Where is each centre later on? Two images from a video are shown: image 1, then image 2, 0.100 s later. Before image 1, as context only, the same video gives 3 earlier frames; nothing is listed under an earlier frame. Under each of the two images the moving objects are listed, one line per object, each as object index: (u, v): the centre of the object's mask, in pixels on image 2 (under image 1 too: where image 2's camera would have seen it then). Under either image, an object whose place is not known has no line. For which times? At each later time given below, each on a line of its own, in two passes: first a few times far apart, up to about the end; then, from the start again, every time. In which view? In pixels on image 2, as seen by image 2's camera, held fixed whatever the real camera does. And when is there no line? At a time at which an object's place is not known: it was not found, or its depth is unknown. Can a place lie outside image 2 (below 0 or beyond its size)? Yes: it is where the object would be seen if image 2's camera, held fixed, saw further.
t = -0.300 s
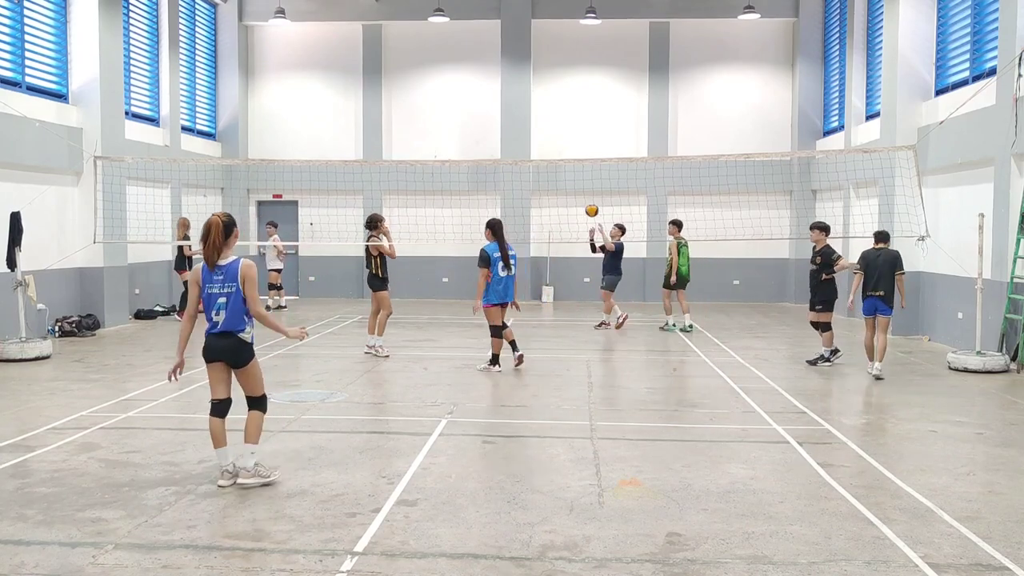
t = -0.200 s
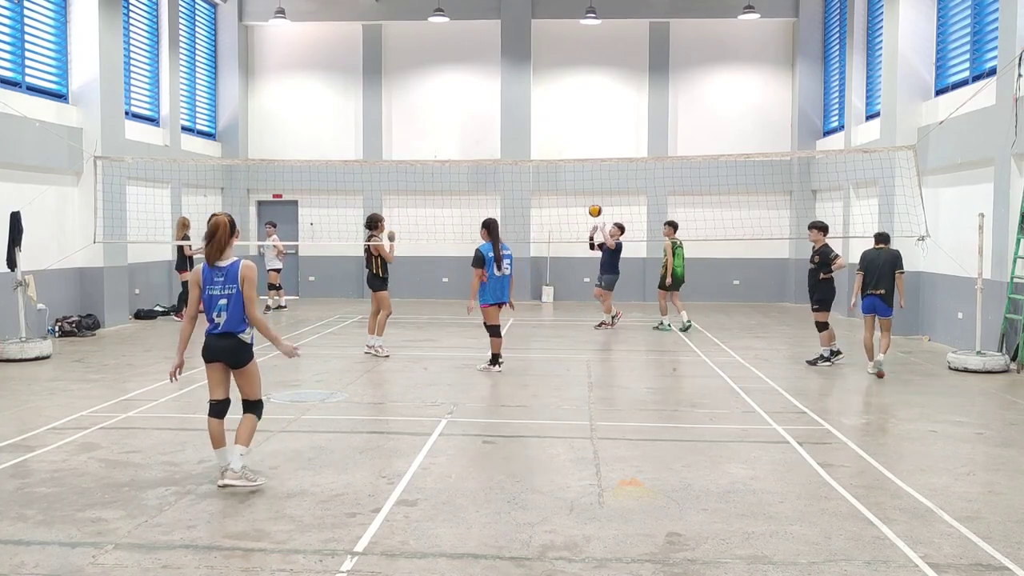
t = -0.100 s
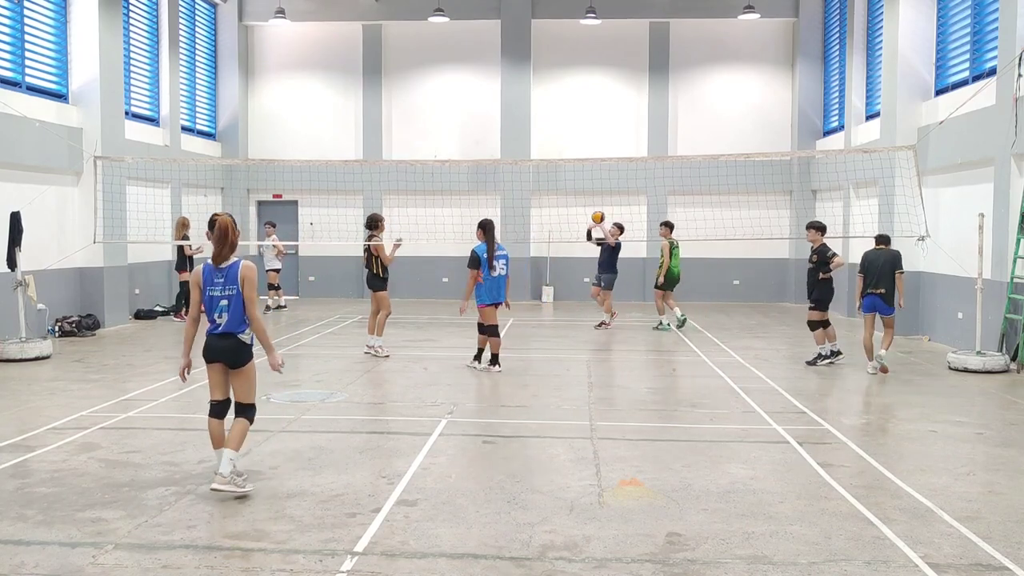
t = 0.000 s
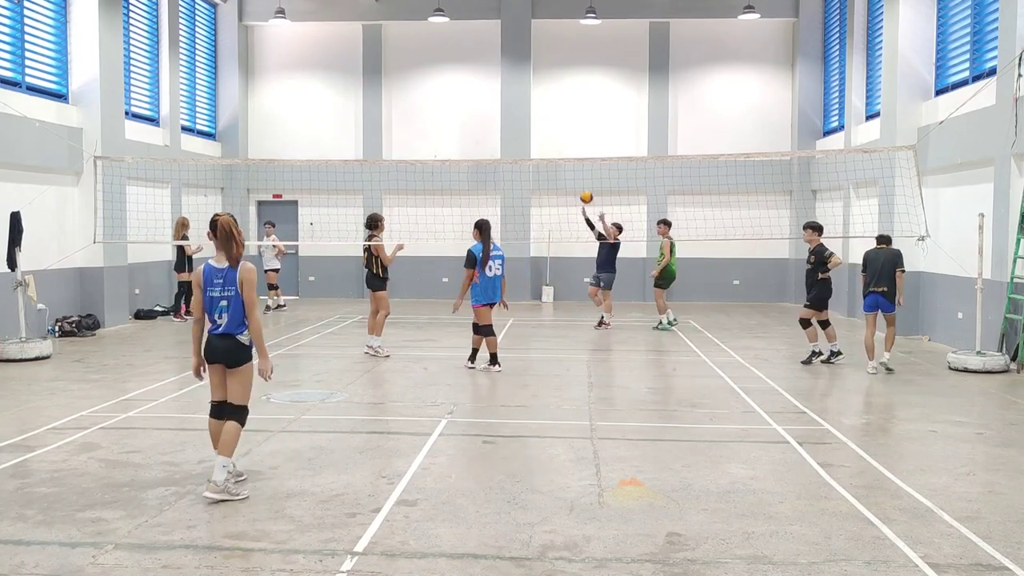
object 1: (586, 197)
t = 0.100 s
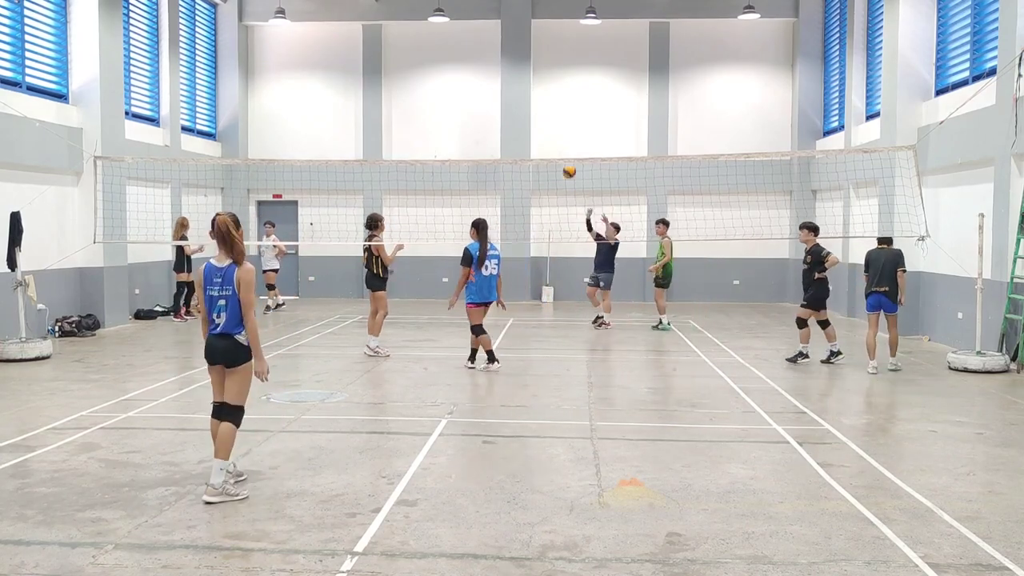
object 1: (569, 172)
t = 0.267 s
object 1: (538, 141)
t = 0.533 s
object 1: (487, 131)
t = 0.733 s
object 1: (445, 155)
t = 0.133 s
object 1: (563, 167)
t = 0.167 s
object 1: (557, 155)
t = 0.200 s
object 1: (550, 152)
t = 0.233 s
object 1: (544, 146)
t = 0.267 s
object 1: (538, 141)
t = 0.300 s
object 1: (532, 138)
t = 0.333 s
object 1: (525, 134)
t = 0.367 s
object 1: (519, 131)
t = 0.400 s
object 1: (513, 130)
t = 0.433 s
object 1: (507, 129)
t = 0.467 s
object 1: (500, 129)
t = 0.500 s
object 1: (493, 129)
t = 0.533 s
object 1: (487, 131)
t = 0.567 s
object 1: (480, 133)
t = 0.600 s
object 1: (473, 136)
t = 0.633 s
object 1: (466, 140)
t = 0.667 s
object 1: (459, 144)
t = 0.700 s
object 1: (452, 150)
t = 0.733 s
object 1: (445, 155)
